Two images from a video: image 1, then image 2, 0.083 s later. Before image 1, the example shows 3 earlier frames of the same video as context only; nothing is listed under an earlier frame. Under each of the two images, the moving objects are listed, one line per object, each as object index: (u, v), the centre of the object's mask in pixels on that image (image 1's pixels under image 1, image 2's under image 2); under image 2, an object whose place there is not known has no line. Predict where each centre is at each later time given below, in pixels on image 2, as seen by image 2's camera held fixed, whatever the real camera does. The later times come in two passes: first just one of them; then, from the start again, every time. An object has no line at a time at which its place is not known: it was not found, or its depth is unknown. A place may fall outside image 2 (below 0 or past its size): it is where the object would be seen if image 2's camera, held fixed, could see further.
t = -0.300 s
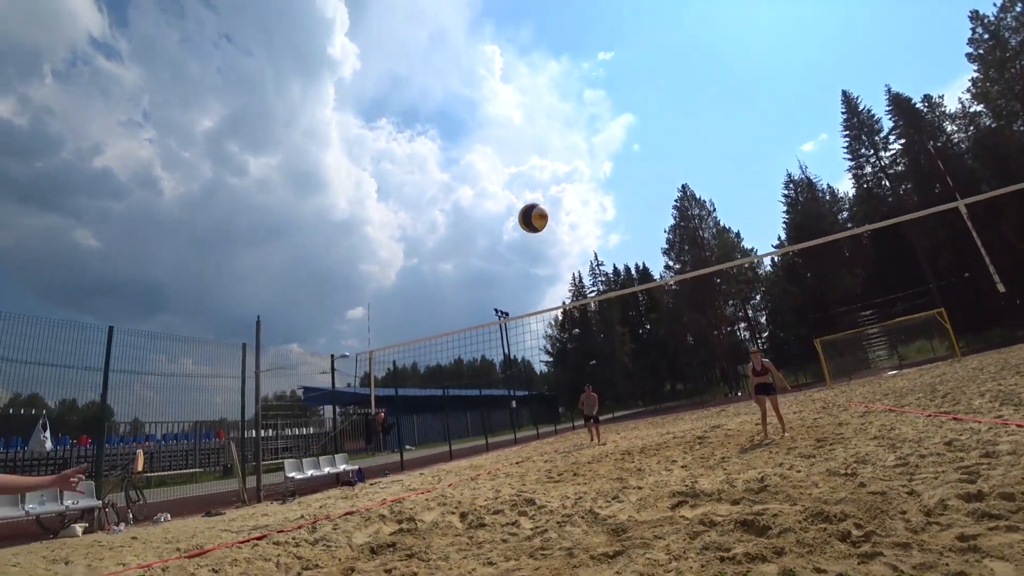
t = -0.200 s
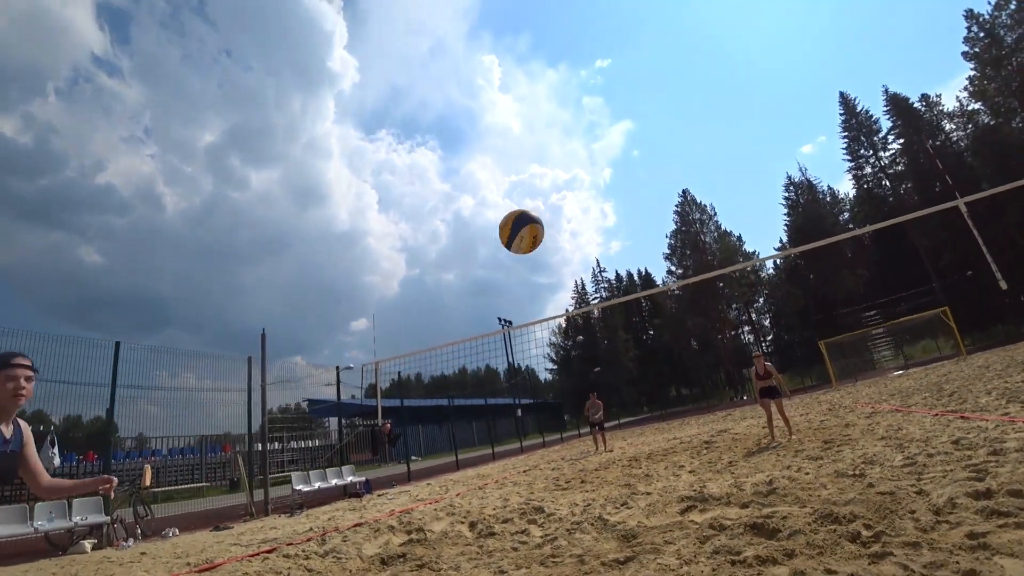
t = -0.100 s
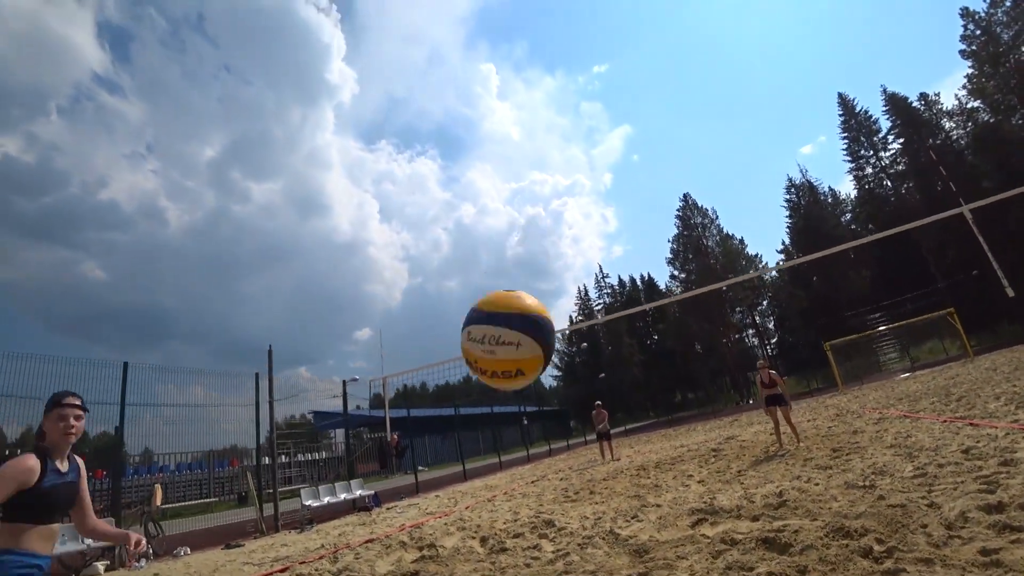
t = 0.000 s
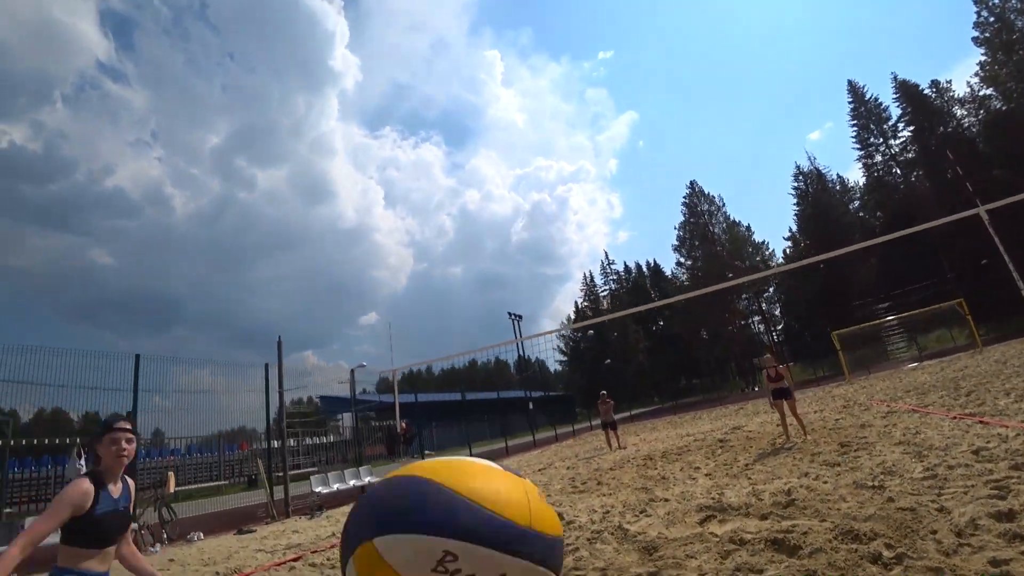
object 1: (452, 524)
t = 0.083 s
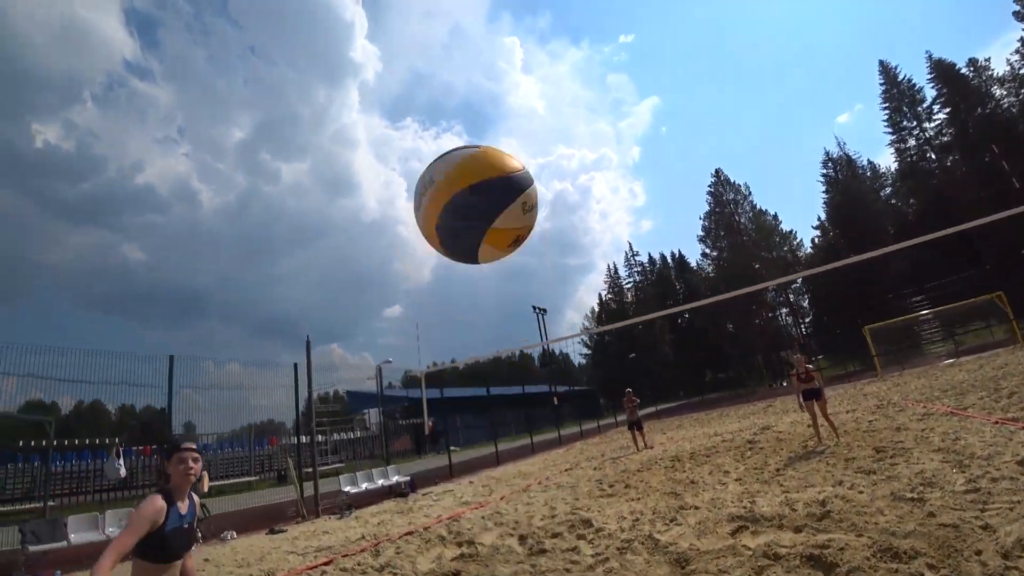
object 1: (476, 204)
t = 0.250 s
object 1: (470, 18)
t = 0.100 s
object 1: (476, 168)
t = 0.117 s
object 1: (476, 139)
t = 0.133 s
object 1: (476, 115)
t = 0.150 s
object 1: (475, 96)
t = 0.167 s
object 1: (475, 79)
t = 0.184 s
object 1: (473, 64)
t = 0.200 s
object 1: (472, 51)
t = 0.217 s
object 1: (471, 38)
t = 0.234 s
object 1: (471, 27)
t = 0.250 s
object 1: (470, 18)
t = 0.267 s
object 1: (470, 10)
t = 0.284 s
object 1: (469, 3)
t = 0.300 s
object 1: (468, -3)
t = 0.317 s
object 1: (468, -8)
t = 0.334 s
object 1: (467, -11)
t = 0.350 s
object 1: (466, -14)
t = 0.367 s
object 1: (465, -16)
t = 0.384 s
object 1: (464, -16)
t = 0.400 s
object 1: (462, -16)
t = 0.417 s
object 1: (461, -16)
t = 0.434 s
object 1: (458, -16)
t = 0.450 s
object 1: (457, -16)
